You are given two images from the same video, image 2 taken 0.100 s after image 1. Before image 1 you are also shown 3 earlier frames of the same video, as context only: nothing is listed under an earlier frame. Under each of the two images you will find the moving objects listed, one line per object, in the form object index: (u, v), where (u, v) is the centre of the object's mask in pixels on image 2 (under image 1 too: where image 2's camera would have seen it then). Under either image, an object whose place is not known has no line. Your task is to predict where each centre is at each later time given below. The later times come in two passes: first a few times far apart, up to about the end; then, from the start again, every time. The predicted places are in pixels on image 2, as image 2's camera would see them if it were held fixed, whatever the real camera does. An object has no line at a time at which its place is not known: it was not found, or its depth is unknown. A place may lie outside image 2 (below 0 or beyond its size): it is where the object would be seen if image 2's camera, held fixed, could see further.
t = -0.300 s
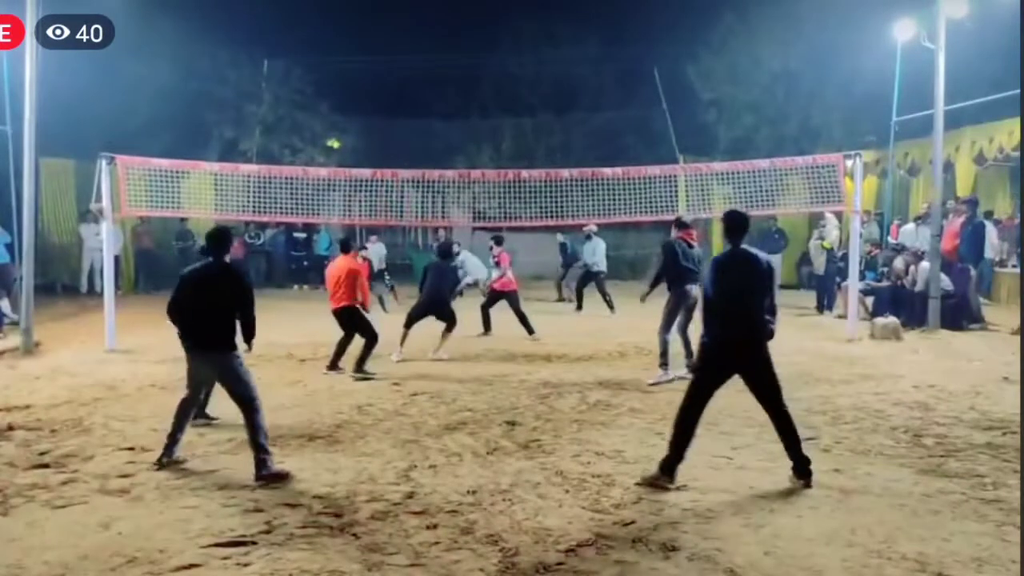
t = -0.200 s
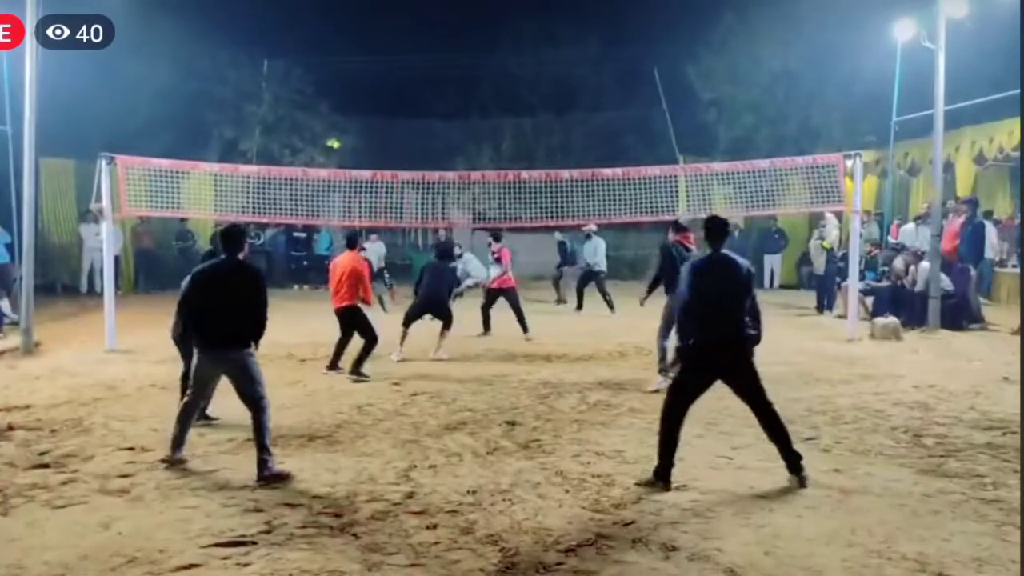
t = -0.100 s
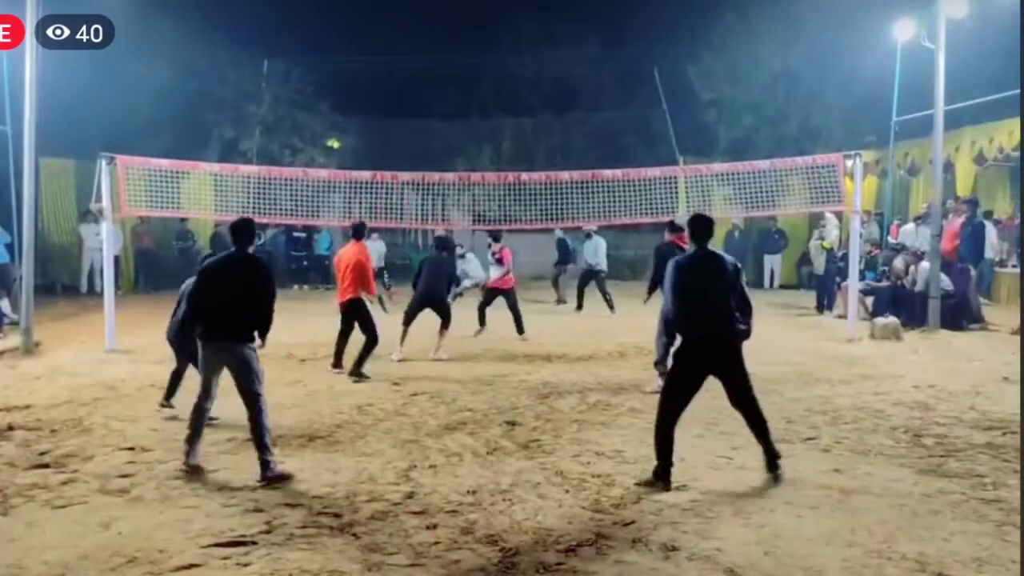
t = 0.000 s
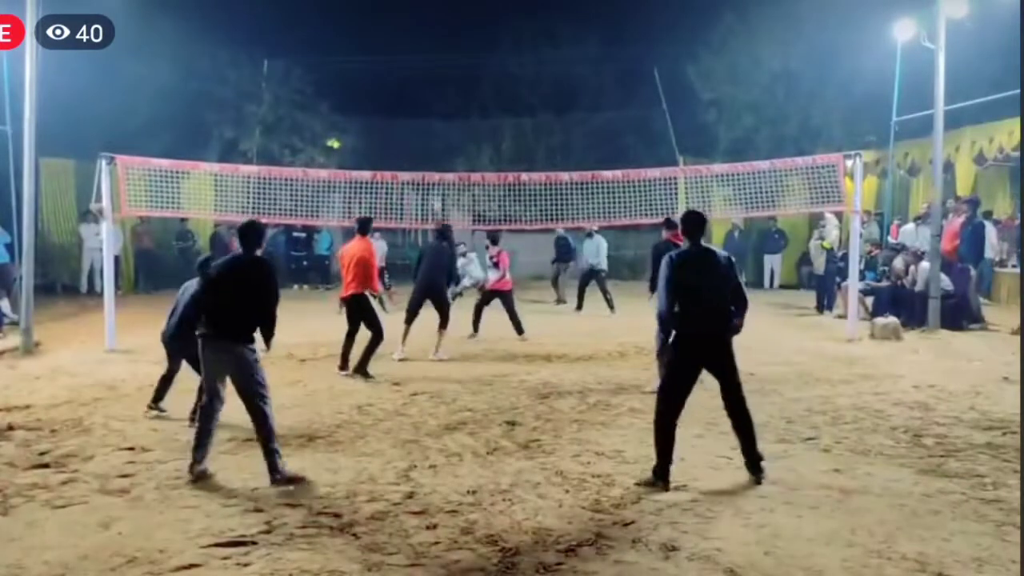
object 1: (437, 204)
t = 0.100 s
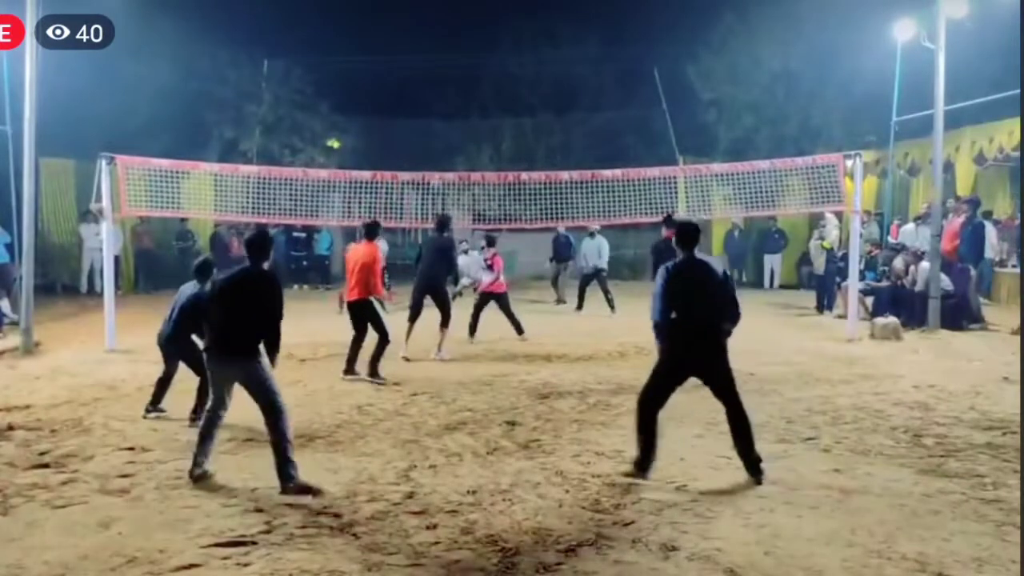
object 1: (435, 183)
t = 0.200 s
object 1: (434, 158)
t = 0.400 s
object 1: (433, 125)
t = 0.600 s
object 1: (435, 114)
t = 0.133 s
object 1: (434, 168)
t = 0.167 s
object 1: (434, 164)
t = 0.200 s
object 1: (434, 158)
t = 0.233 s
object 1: (434, 151)
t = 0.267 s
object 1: (434, 145)
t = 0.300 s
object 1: (433, 139)
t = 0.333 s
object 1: (433, 134)
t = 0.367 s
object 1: (433, 129)
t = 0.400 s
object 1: (433, 125)
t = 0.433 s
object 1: (433, 121)
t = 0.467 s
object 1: (433, 118)
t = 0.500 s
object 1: (433, 116)
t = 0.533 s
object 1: (433, 114)
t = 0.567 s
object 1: (434, 113)
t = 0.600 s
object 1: (435, 114)
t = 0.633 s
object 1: (435, 115)
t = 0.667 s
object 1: (436, 116)
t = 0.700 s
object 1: (437, 120)
